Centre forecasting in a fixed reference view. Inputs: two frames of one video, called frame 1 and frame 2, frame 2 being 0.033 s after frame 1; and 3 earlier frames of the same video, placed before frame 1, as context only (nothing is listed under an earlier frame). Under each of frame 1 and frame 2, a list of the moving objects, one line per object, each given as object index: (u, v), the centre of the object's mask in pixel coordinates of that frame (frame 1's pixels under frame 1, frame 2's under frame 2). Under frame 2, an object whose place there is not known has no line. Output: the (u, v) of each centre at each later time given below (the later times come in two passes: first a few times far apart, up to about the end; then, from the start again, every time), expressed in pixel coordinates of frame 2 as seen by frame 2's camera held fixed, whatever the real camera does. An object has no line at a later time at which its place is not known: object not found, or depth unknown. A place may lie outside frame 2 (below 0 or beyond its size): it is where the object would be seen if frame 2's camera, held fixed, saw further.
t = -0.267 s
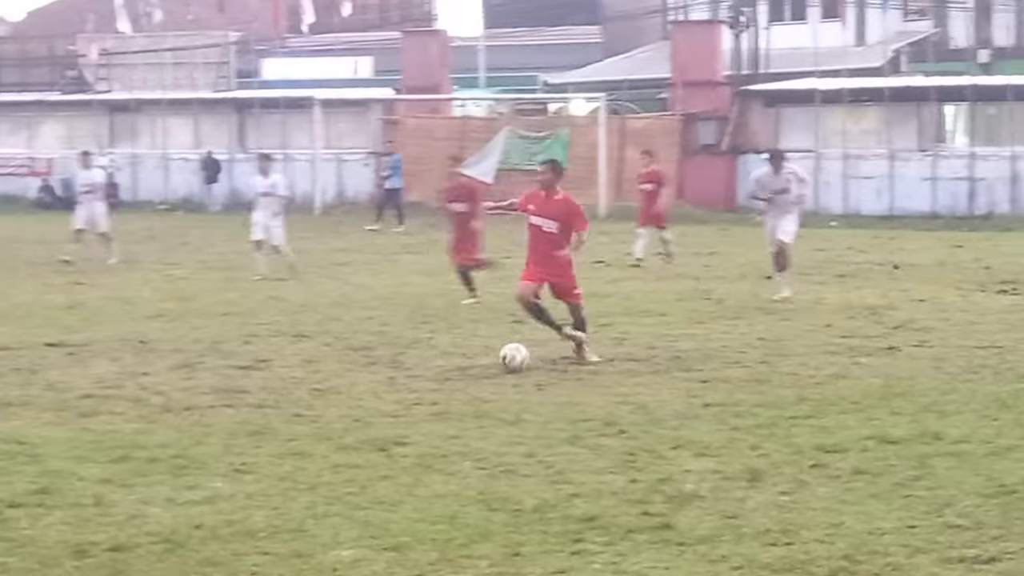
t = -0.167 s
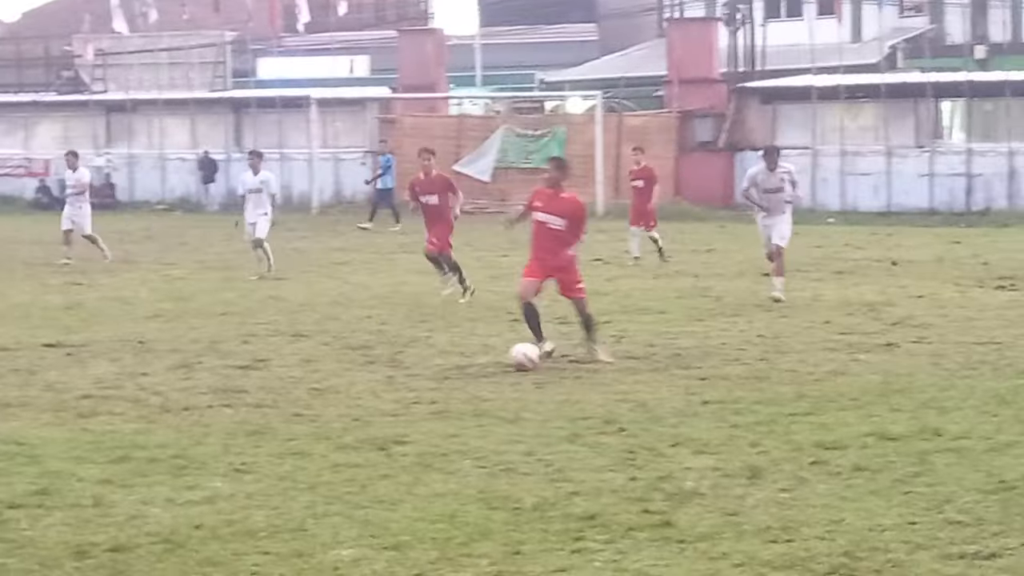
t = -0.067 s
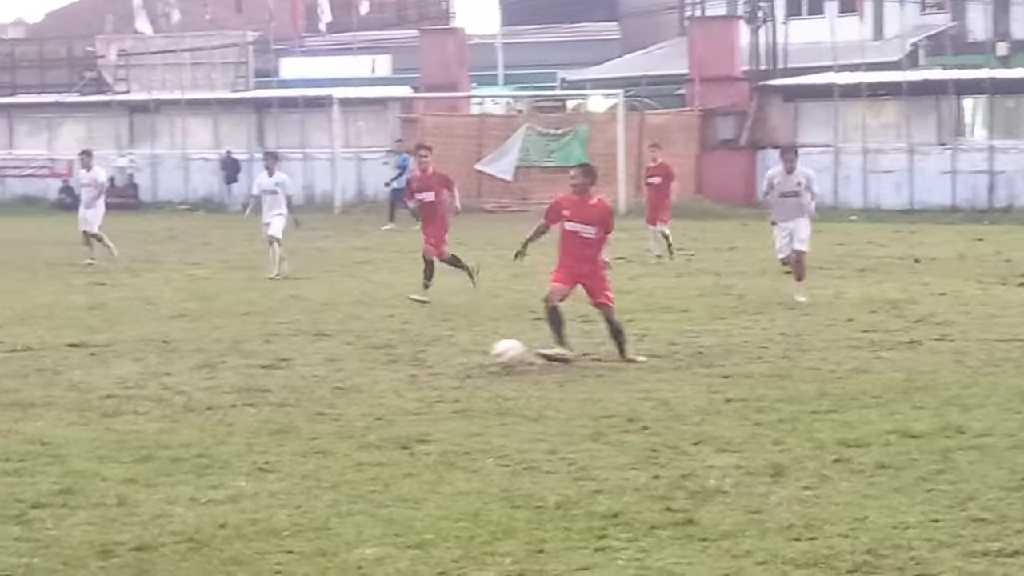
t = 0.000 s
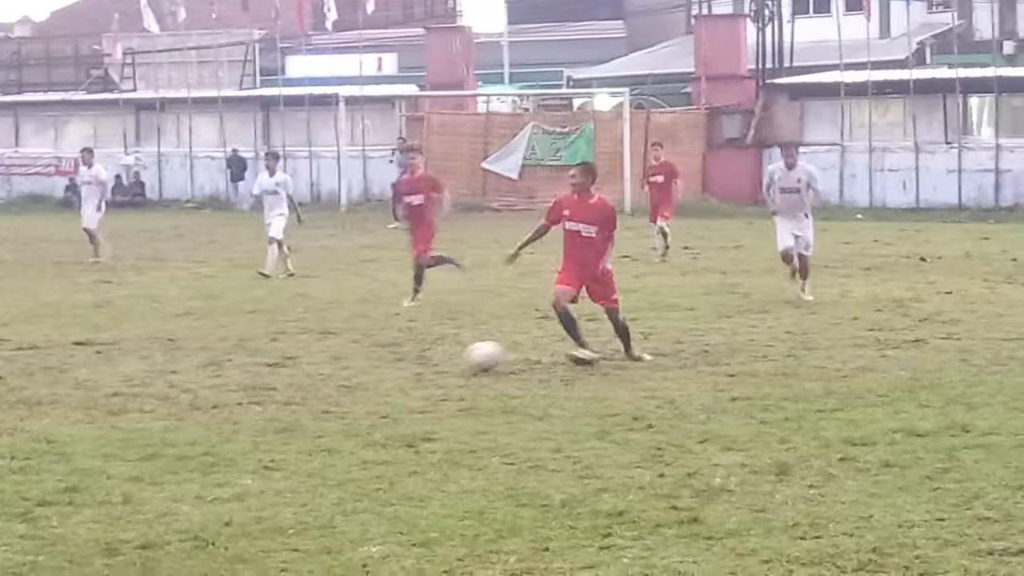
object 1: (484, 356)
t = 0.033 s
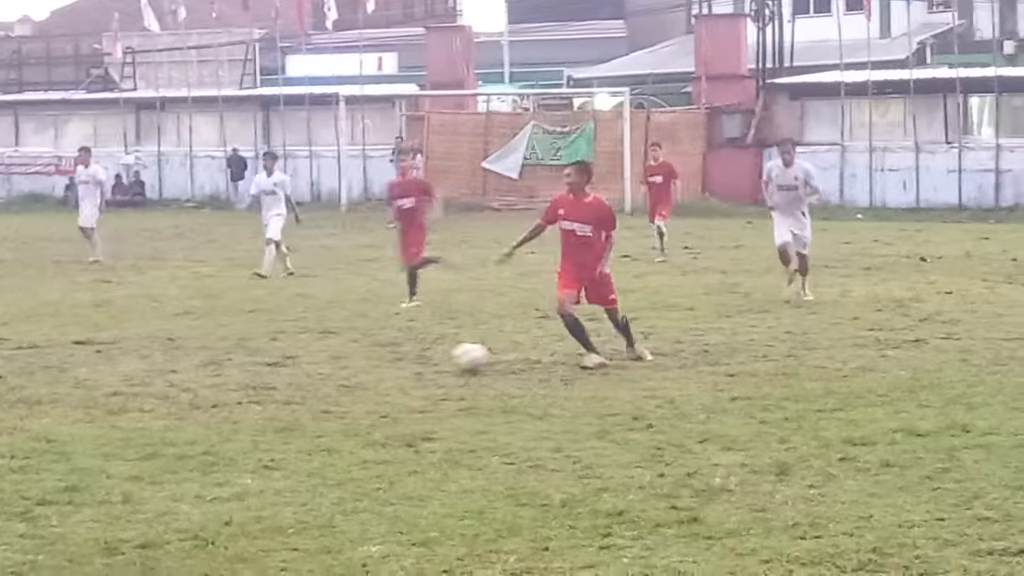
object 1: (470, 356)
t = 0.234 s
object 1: (406, 363)
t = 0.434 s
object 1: (346, 366)
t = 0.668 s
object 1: (278, 373)
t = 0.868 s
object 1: (221, 378)
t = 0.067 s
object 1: (459, 357)
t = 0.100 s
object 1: (447, 354)
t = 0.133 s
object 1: (437, 354)
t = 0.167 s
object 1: (426, 355)
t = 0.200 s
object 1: (416, 360)
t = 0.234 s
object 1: (406, 363)
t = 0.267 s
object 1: (395, 364)
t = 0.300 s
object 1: (385, 364)
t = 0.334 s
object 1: (375, 364)
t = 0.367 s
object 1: (366, 366)
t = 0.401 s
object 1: (355, 366)
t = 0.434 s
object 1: (346, 366)
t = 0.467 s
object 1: (336, 368)
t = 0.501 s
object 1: (326, 370)
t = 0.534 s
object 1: (315, 371)
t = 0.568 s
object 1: (306, 371)
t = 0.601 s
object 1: (296, 371)
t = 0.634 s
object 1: (287, 371)
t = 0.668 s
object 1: (278, 373)
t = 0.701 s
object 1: (269, 375)
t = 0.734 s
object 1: (259, 377)
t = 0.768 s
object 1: (249, 376)
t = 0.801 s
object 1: (239, 378)
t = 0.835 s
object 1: (230, 378)
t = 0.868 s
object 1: (221, 378)
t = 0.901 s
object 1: (211, 379)
